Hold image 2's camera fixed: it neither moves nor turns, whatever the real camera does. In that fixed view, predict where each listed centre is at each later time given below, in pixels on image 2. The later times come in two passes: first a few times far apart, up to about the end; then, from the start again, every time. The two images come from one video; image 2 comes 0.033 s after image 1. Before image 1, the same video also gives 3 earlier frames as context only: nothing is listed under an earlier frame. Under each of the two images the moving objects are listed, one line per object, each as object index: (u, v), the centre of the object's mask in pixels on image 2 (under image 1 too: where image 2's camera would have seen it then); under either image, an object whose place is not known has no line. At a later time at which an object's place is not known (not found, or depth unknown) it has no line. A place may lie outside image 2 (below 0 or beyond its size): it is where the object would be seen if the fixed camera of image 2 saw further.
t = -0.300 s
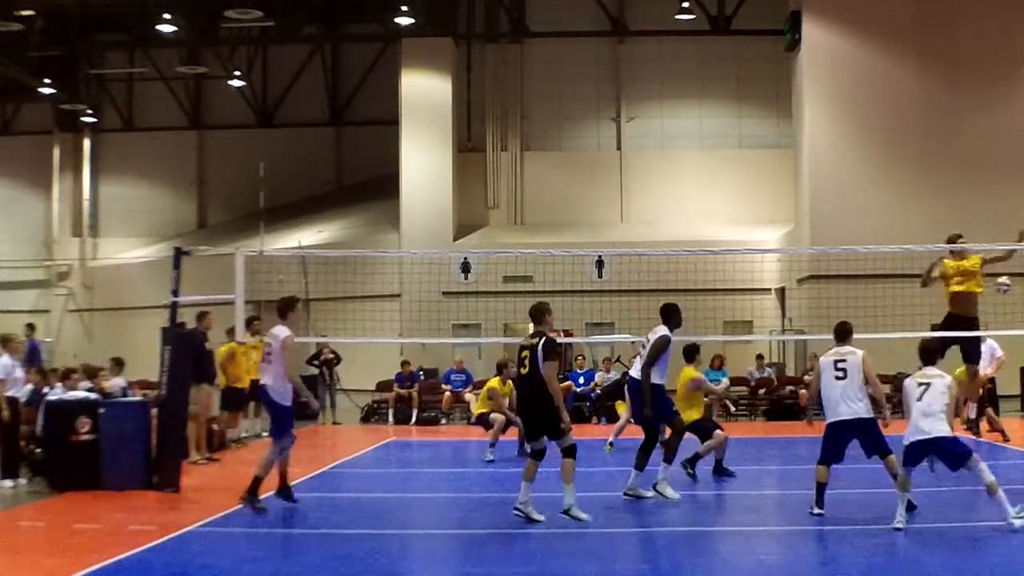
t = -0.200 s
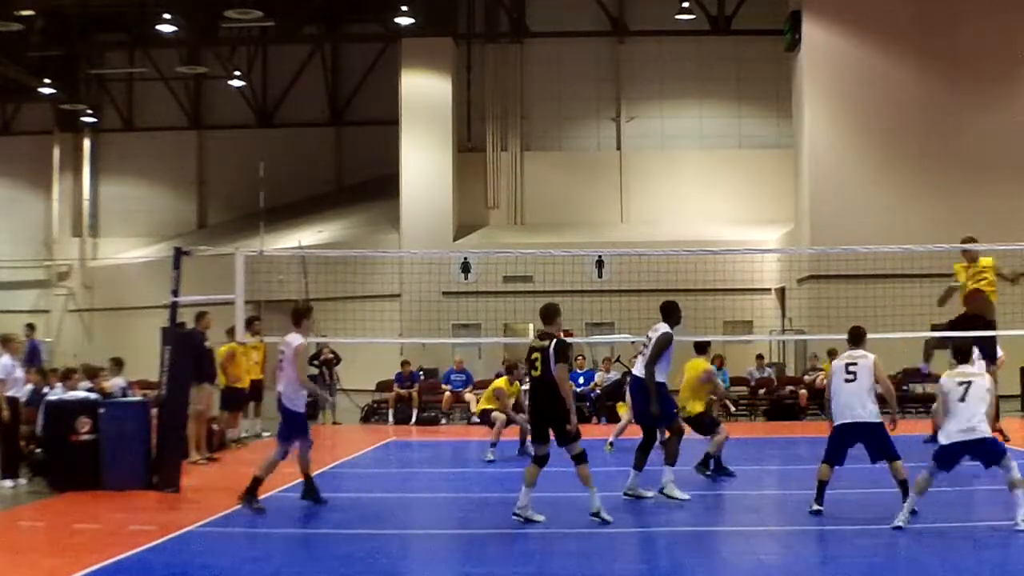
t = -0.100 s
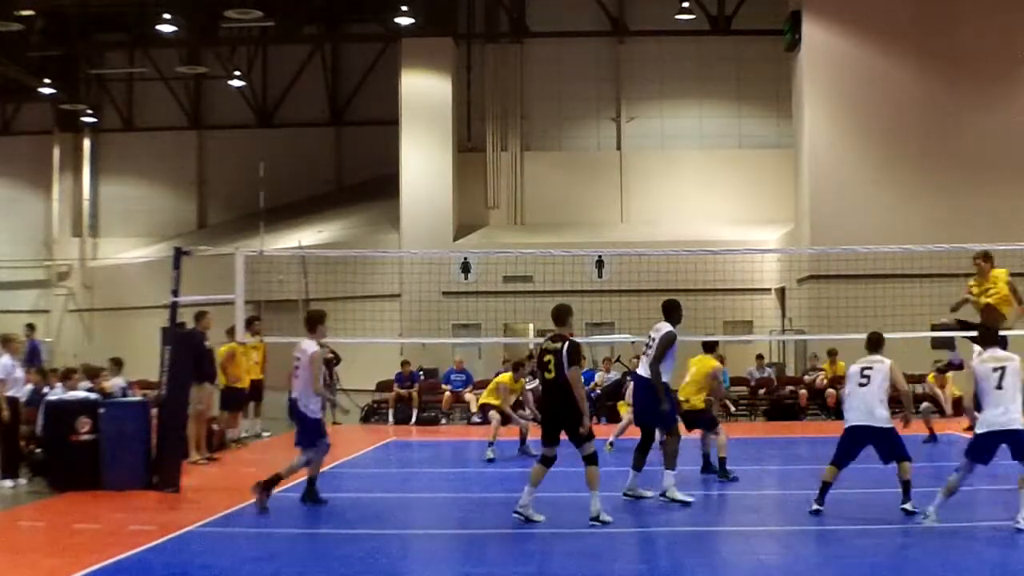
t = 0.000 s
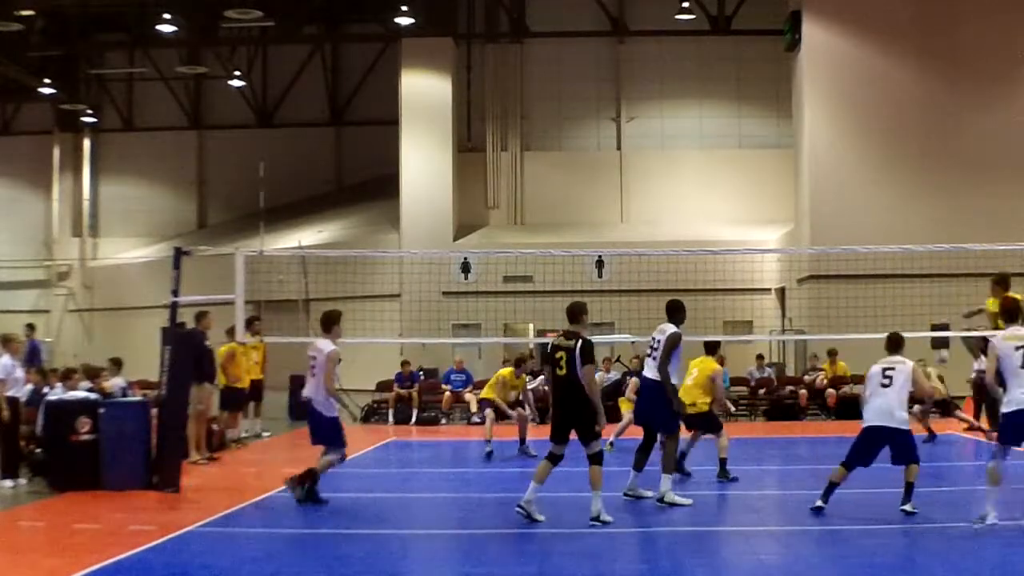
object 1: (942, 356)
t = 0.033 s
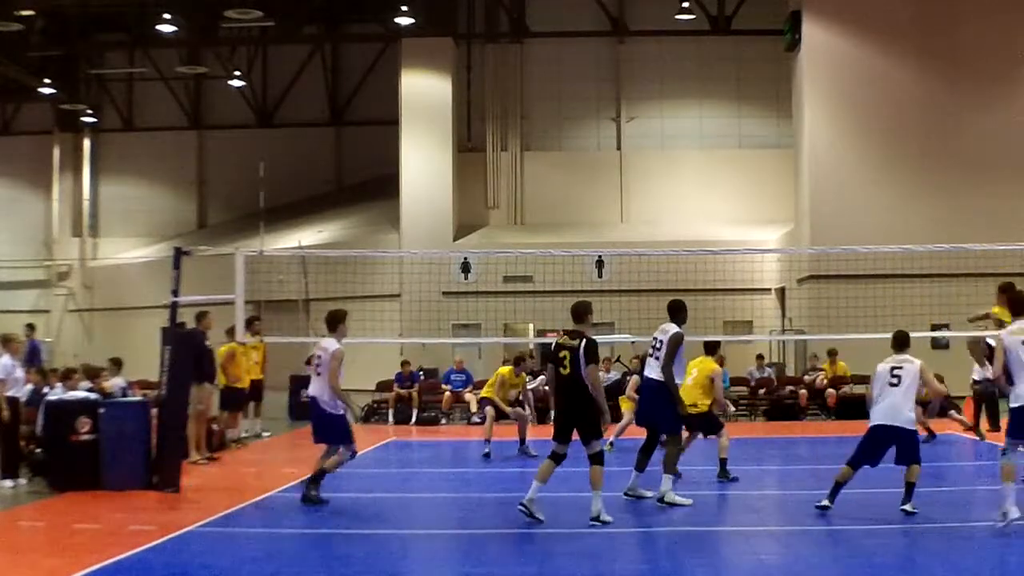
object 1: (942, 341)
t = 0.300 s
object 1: (937, 190)
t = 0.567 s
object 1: (932, 88)
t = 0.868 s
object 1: (928, 32)
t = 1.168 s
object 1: (927, 42)
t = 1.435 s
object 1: (929, 114)
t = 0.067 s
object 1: (942, 315)
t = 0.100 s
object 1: (941, 296)
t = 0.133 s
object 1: (940, 275)
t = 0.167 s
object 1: (939, 258)
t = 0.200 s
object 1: (940, 238)
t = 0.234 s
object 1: (939, 222)
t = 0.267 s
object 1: (939, 206)
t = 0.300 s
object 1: (937, 190)
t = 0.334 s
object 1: (937, 174)
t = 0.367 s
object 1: (936, 160)
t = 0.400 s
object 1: (934, 146)
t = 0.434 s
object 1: (934, 132)
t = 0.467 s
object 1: (933, 120)
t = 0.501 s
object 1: (933, 108)
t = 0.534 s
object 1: (931, 97)
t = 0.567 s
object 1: (932, 88)
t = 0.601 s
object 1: (932, 78)
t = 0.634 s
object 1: (932, 70)
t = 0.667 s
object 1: (930, 63)
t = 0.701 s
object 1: (929, 55)
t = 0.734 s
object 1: (929, 49)
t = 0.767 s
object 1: (928, 43)
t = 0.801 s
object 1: (927, 39)
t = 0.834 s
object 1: (928, 35)
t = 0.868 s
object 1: (928, 32)
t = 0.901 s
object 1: (928, 29)
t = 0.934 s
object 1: (927, 30)
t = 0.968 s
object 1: (926, 28)
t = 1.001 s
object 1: (926, 29)
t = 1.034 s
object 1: (926, 30)
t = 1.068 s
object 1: (927, 31)
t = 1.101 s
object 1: (927, 34)
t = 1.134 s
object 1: (926, 38)
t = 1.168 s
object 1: (927, 42)
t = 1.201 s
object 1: (927, 47)
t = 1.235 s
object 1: (926, 54)
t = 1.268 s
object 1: (926, 61)
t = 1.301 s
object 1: (926, 70)
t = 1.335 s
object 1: (928, 79)
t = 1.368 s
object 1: (928, 91)
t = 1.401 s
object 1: (927, 102)
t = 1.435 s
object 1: (929, 114)
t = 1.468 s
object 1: (929, 128)
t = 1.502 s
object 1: (929, 143)
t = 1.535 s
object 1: (929, 158)
